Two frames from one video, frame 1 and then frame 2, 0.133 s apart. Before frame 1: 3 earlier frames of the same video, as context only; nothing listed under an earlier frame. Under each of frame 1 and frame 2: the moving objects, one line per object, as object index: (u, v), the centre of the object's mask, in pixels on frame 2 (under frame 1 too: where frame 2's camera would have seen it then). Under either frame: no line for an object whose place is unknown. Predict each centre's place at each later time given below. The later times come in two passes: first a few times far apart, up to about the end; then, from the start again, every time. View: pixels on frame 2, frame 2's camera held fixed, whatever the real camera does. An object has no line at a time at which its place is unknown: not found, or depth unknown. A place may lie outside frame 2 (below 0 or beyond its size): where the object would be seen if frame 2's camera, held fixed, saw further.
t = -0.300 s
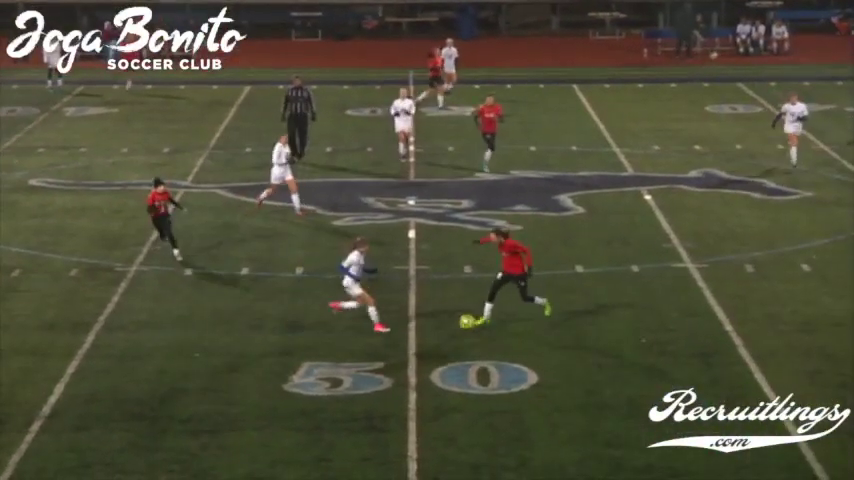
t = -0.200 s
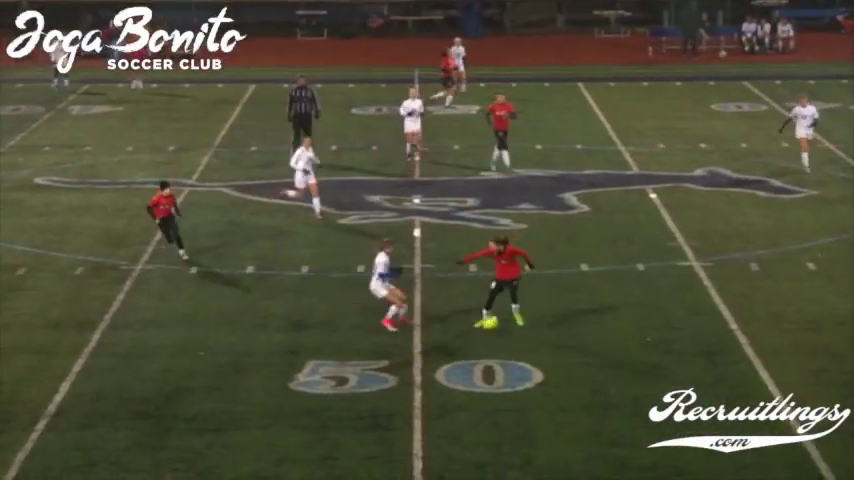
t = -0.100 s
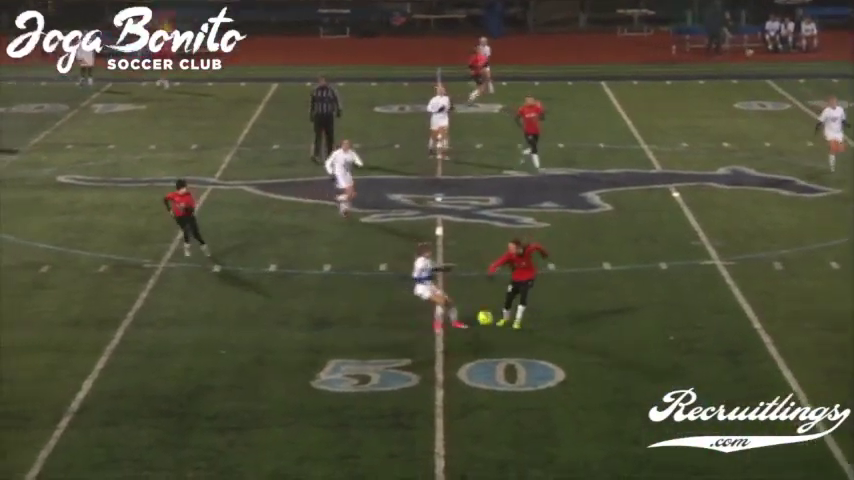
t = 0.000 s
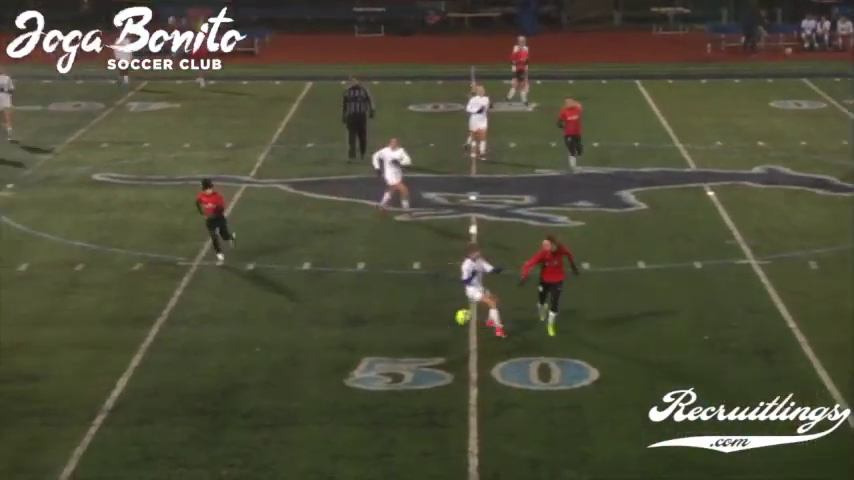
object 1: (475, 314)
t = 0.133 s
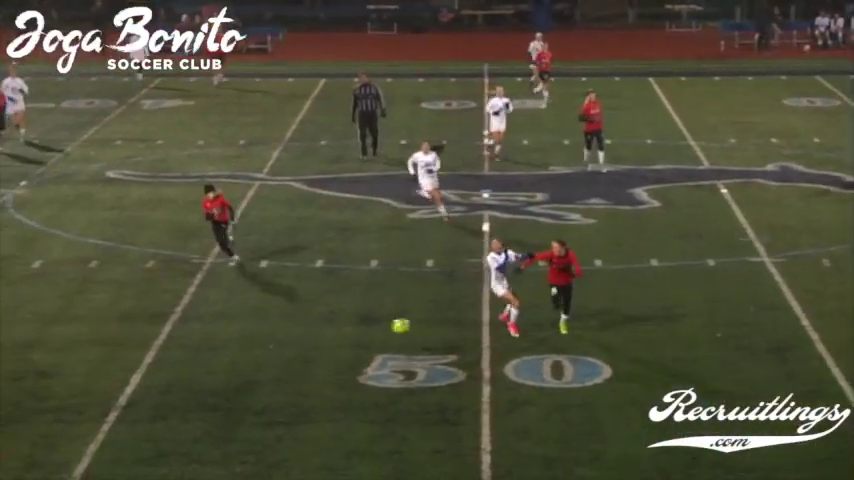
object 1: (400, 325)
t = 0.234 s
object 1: (341, 343)
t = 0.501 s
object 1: (197, 365)
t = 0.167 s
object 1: (380, 330)
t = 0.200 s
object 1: (361, 336)
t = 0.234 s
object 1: (341, 343)
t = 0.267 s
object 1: (321, 350)
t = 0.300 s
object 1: (301, 358)
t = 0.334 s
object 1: (282, 365)
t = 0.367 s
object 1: (265, 363)
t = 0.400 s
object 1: (249, 362)
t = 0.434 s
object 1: (232, 362)
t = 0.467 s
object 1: (215, 363)
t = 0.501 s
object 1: (197, 365)
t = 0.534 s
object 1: (179, 368)
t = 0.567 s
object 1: (162, 371)
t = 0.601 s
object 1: (144, 375)
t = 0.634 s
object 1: (127, 380)
